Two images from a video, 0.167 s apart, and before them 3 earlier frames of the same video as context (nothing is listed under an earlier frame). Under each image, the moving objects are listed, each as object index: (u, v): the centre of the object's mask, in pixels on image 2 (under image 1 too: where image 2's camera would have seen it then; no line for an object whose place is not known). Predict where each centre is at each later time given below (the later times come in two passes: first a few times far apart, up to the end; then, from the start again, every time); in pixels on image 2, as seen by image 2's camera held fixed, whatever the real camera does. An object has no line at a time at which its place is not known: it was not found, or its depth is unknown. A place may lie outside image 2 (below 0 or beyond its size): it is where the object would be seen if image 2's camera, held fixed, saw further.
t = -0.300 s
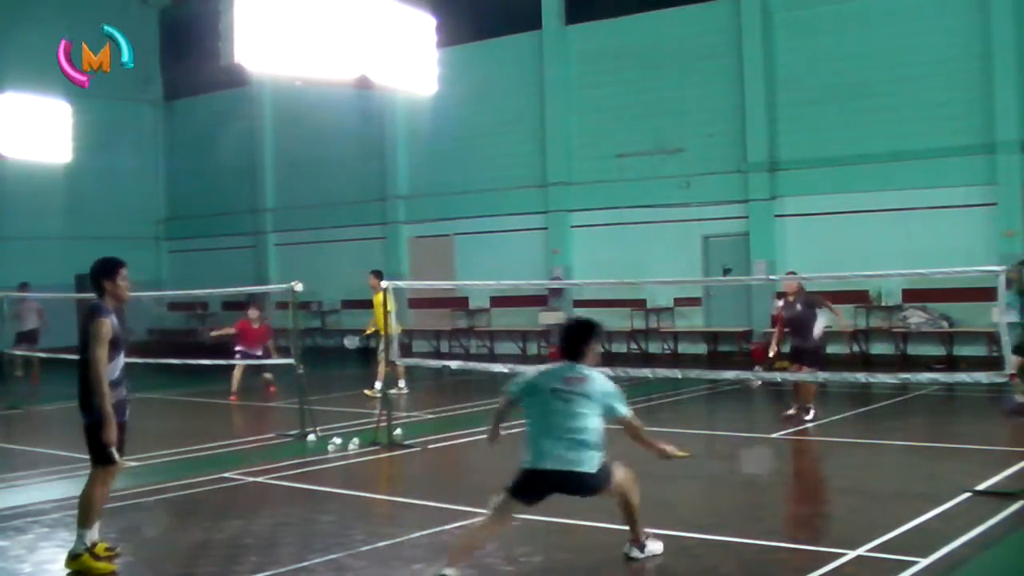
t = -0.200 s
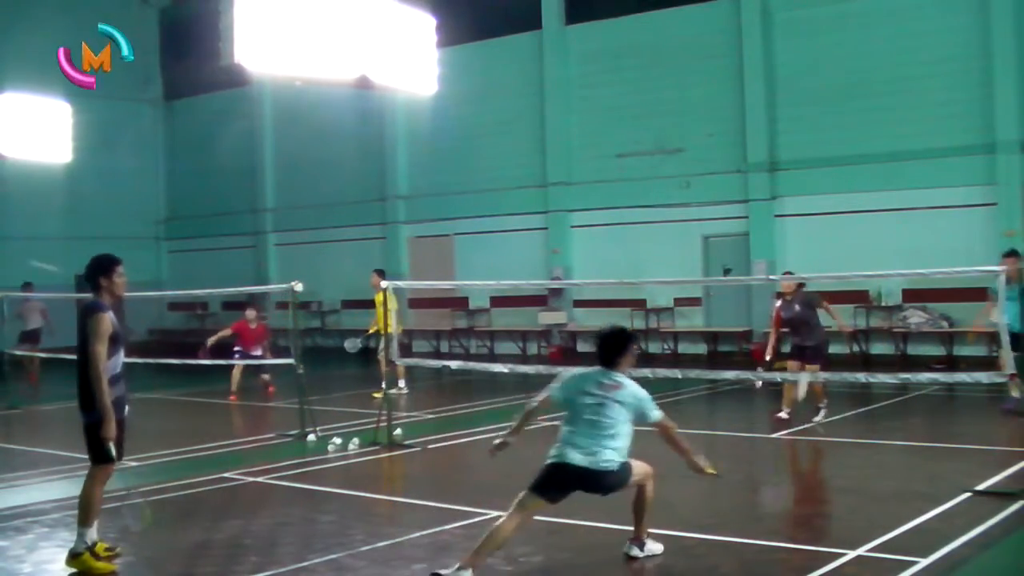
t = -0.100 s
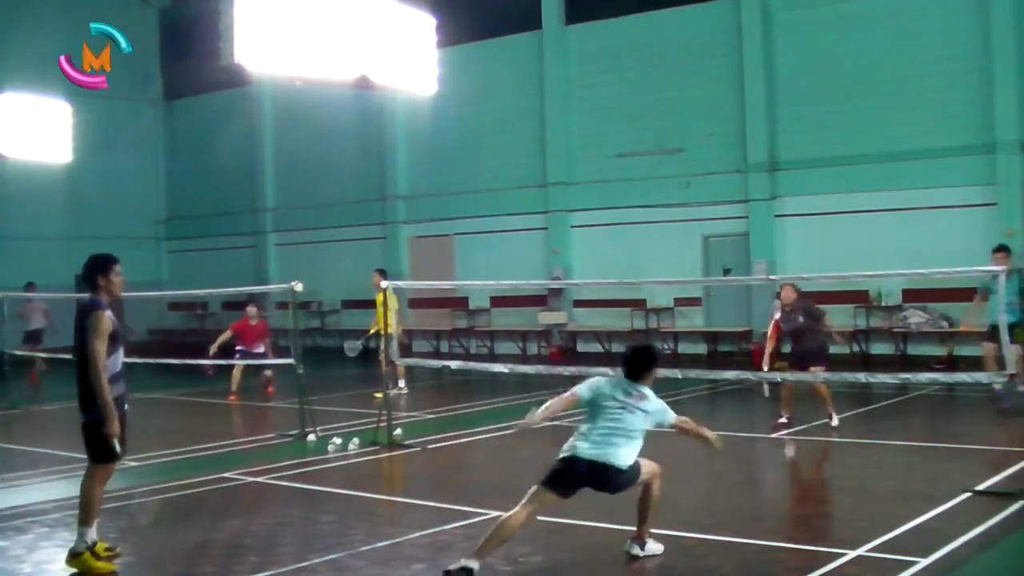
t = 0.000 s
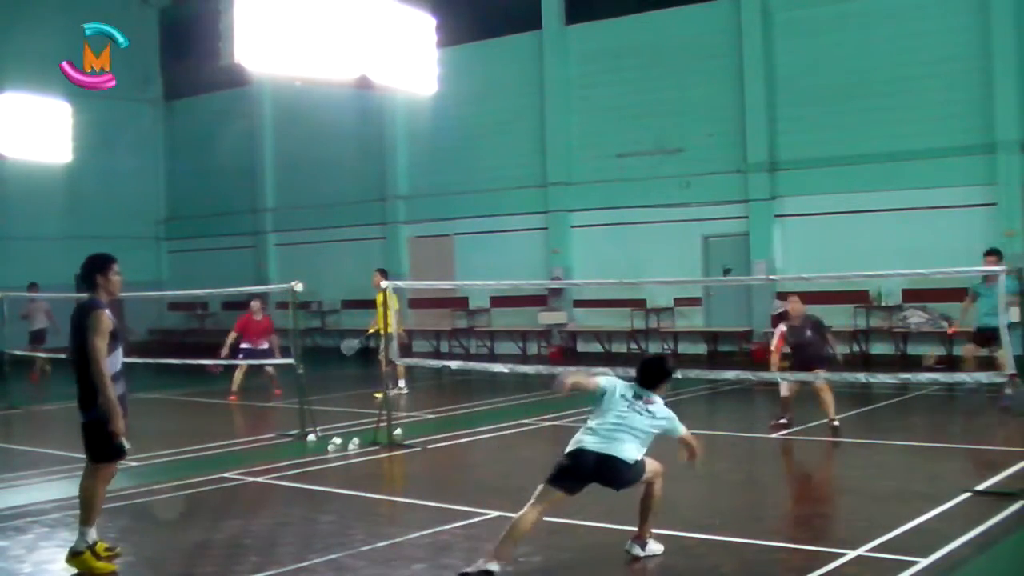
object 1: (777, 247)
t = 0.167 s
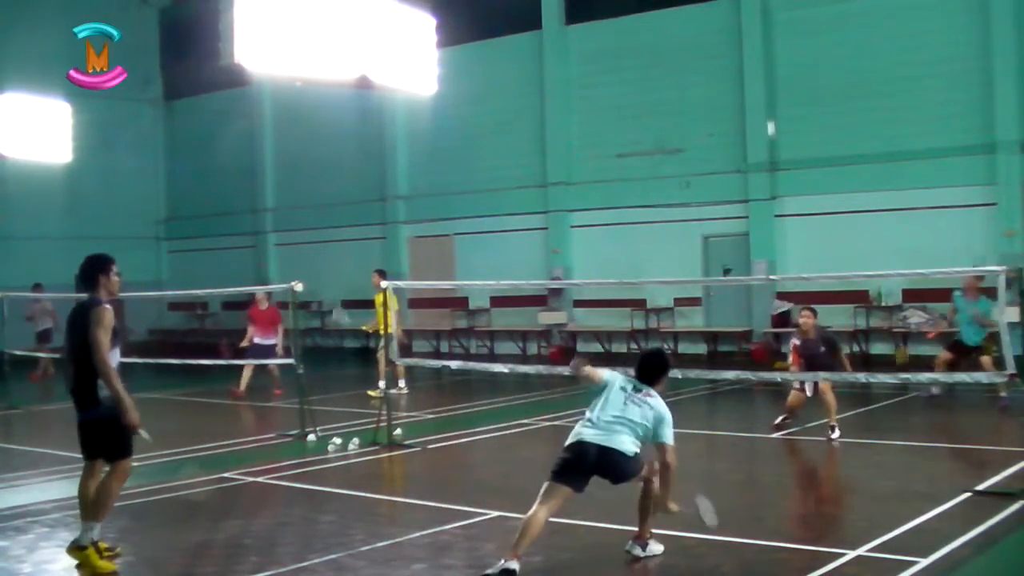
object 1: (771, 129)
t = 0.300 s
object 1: (769, 95)
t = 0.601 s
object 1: (771, 99)
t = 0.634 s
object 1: (772, 104)
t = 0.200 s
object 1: (770, 117)
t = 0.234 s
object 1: (770, 108)
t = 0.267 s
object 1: (769, 100)
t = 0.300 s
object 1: (769, 95)
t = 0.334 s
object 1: (769, 92)
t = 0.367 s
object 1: (769, 89)
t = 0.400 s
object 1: (770, 88)
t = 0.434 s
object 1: (770, 87)
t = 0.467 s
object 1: (770, 88)
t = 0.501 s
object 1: (769, 90)
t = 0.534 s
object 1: (770, 93)
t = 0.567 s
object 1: (771, 96)
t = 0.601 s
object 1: (771, 99)
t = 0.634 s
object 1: (772, 104)
